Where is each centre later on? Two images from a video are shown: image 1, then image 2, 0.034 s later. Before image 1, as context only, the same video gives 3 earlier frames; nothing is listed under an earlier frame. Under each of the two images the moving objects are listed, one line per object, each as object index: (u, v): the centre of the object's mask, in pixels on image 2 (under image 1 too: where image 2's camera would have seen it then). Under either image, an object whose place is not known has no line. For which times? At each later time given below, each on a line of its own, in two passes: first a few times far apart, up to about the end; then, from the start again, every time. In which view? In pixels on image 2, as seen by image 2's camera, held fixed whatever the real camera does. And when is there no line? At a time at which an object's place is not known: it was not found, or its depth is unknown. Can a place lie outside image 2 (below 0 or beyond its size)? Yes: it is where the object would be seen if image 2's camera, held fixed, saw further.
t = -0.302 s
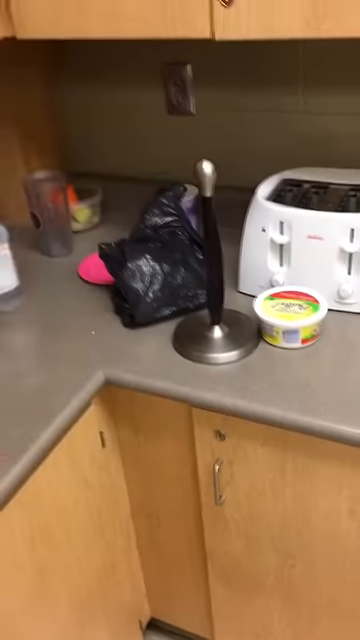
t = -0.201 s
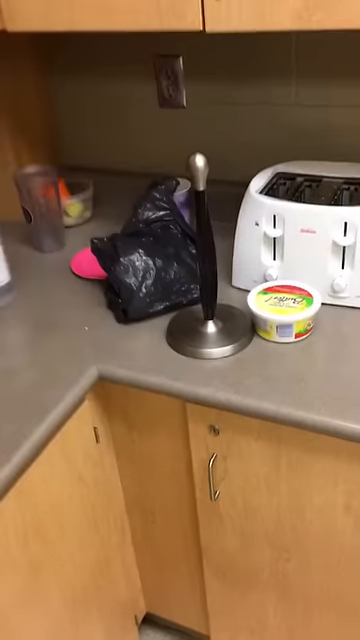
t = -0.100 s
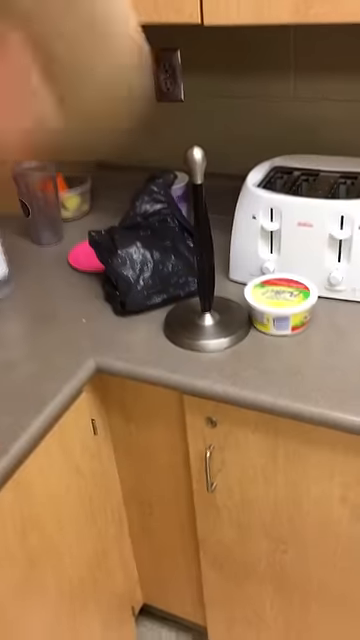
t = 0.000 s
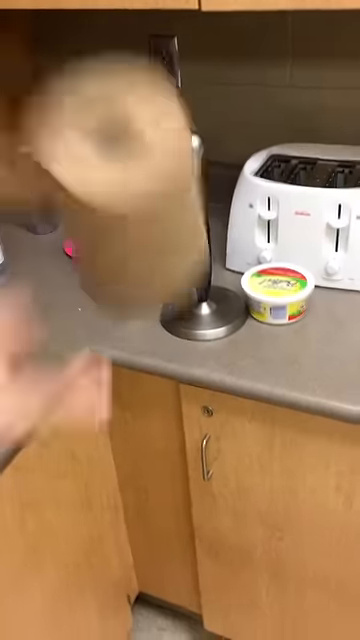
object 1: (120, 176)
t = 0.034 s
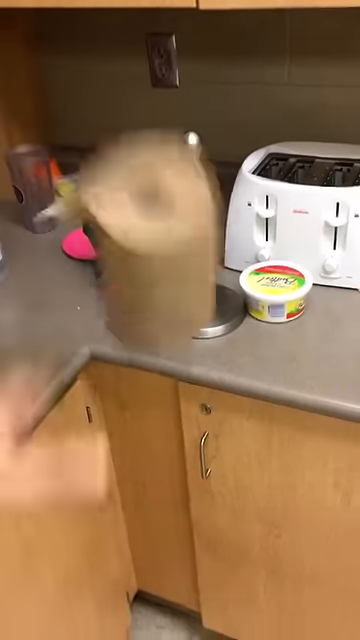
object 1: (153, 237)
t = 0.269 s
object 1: (176, 388)
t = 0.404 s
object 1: (182, 562)
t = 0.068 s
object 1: (176, 290)
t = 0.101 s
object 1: (185, 332)
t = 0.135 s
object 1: (189, 339)
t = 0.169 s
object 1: (186, 340)
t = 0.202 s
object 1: (191, 341)
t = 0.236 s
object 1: (177, 366)
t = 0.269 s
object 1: (176, 388)
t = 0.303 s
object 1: (174, 418)
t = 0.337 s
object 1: (172, 453)
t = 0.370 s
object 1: (175, 530)
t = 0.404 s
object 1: (182, 562)
